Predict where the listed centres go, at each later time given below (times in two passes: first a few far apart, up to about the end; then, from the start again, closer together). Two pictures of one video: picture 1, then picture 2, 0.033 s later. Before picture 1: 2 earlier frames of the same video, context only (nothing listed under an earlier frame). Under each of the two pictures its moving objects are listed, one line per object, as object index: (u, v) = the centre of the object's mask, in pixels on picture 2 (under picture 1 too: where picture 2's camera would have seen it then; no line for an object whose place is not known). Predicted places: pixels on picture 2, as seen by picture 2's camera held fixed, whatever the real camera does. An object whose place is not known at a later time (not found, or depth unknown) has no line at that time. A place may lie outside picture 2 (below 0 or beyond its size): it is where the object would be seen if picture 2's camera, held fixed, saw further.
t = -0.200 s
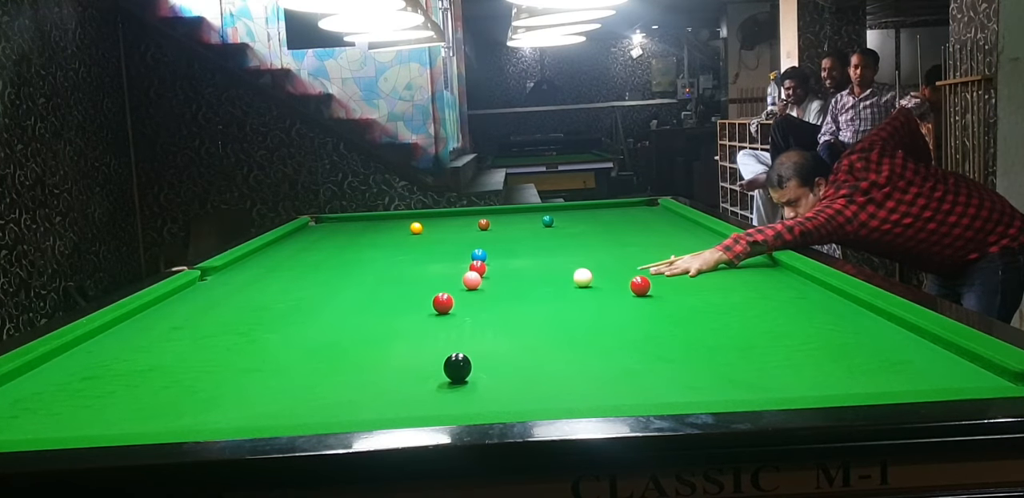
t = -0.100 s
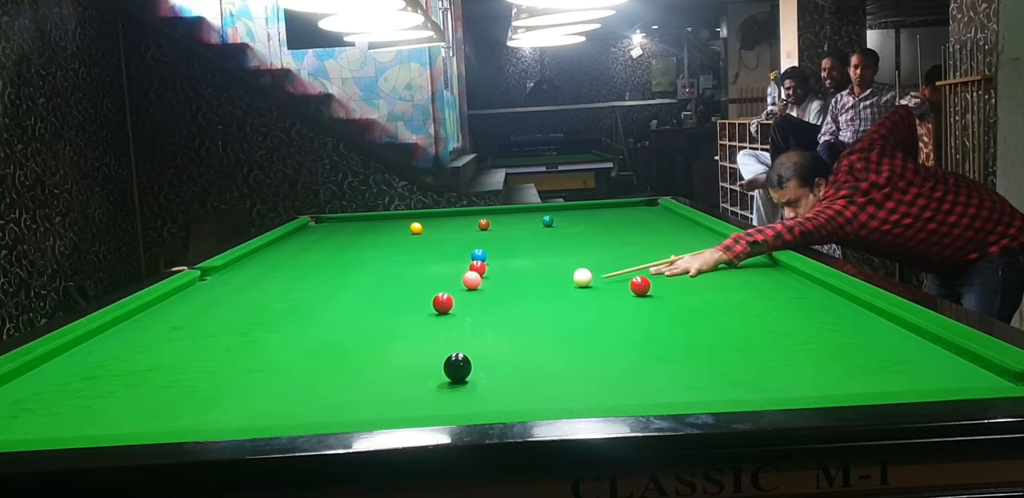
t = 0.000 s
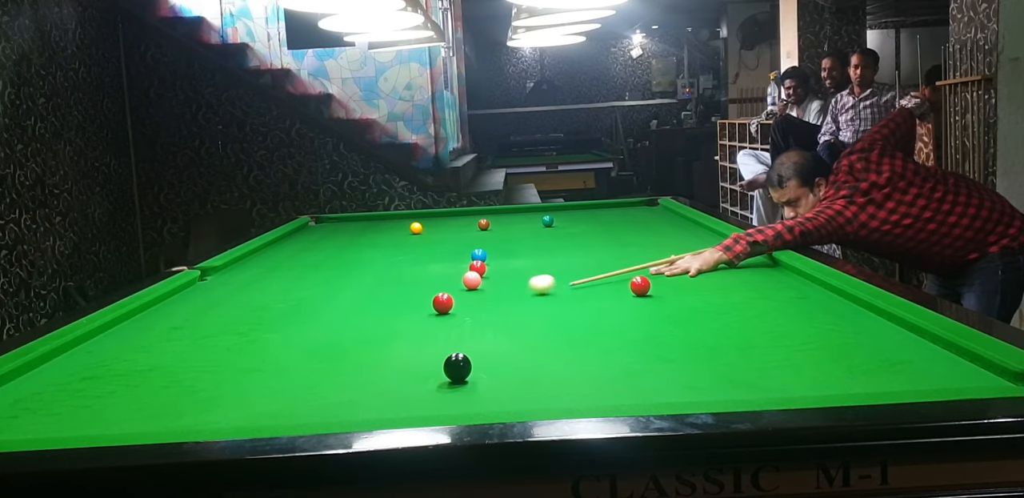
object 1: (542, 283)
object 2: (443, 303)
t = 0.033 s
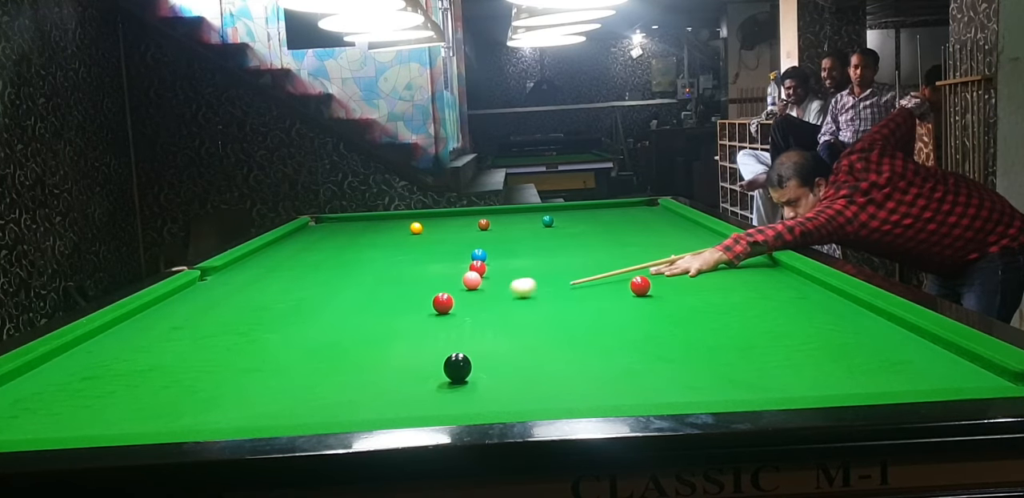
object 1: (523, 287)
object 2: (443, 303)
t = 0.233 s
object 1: (450, 298)
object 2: (415, 309)
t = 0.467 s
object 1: (433, 297)
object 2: (335, 330)
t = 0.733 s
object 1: (416, 296)
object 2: (234, 355)
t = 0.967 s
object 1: (402, 295)
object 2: (131, 381)
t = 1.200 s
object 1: (391, 294)
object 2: (13, 411)
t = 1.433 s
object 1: (381, 293)
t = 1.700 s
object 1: (372, 293)
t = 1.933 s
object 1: (365, 292)
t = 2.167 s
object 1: (360, 292)
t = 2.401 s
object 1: (358, 292)
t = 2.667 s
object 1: (357, 292)
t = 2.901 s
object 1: (357, 292)
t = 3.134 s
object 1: (357, 292)
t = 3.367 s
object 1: (357, 292)
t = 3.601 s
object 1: (357, 292)
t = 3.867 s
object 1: (357, 292)
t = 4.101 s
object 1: (357, 292)
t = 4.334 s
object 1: (357, 292)
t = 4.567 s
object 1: (357, 292)
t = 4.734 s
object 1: (357, 292)
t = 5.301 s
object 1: (357, 292)
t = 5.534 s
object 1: (357, 292)
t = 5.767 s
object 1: (357, 292)
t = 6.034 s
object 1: (357, 292)
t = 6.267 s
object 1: (357, 292)
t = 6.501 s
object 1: (357, 292)
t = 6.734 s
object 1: (357, 292)
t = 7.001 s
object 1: (357, 292)
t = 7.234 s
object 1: (357, 292)
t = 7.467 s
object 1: (357, 292)
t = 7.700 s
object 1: (357, 292)
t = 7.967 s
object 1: (357, 292)
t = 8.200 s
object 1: (357, 292)
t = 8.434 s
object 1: (357, 292)
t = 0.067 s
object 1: (505, 290)
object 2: (443, 303)
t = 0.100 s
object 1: (487, 293)
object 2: (443, 303)
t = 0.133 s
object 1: (470, 297)
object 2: (443, 303)
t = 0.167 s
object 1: (456, 298)
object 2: (439, 303)
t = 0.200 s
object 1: (452, 299)
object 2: (427, 306)
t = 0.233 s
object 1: (450, 298)
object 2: (415, 309)
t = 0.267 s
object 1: (447, 298)
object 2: (402, 312)
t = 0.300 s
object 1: (445, 298)
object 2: (391, 315)
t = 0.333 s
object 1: (442, 298)
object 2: (380, 318)
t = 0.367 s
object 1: (440, 298)
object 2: (369, 321)
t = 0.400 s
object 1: (437, 297)
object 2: (358, 324)
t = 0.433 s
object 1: (435, 297)
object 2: (346, 327)
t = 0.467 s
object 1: (433, 297)
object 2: (335, 330)
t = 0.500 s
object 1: (430, 297)
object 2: (323, 332)
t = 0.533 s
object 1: (428, 297)
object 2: (312, 335)
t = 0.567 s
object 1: (426, 296)
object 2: (299, 339)
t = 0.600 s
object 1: (424, 296)
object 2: (287, 342)
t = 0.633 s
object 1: (422, 296)
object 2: (273, 345)
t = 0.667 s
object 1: (420, 296)
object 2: (261, 348)
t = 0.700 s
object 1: (418, 296)
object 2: (247, 352)
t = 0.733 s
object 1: (416, 296)
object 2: (234, 355)
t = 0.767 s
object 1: (414, 296)
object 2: (220, 359)
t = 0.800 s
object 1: (412, 295)
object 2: (205, 362)
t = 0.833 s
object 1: (410, 295)
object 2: (191, 366)
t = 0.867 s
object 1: (408, 295)
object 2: (176, 369)
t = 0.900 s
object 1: (406, 295)
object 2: (161, 373)
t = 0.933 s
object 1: (404, 295)
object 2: (146, 377)
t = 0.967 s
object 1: (402, 295)
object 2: (131, 381)
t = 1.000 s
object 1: (401, 295)
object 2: (115, 385)
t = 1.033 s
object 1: (399, 295)
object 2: (98, 389)
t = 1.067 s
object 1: (397, 294)
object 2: (82, 393)
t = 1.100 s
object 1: (396, 294)
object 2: (65, 398)
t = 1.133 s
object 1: (394, 294)
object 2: (47, 402)
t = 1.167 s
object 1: (392, 294)
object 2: (29, 406)
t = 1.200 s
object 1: (391, 294)
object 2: (13, 411)
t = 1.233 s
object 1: (389, 294)
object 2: (4, 414)
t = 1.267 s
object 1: (388, 294)
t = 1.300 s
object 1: (386, 294)
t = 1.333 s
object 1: (385, 294)
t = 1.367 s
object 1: (383, 294)
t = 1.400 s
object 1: (382, 293)
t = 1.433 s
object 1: (381, 293)
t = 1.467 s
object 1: (380, 293)
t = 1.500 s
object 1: (378, 293)
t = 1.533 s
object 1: (377, 293)
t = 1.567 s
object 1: (376, 293)
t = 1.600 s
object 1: (375, 293)
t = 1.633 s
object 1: (374, 293)
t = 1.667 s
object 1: (373, 293)
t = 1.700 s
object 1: (372, 293)
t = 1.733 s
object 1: (371, 293)
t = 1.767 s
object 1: (370, 293)
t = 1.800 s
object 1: (369, 293)
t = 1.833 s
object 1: (368, 293)
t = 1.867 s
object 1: (367, 293)
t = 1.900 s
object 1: (366, 292)
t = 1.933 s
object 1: (365, 292)
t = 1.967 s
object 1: (365, 292)
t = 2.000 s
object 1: (364, 292)
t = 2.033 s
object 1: (363, 292)
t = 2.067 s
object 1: (362, 292)
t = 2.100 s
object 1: (361, 292)
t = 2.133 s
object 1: (361, 292)
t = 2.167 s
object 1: (360, 292)
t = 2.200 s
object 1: (360, 292)
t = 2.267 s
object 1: (359, 292)
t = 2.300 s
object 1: (359, 292)
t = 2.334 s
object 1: (359, 292)
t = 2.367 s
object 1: (359, 292)
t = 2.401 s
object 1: (358, 292)
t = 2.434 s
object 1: (358, 292)
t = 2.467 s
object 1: (358, 292)
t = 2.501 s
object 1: (358, 292)
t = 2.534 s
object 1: (358, 292)
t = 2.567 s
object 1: (357, 292)
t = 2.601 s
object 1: (357, 292)
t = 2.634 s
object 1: (357, 292)
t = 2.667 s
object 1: (357, 292)
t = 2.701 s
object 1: (357, 292)
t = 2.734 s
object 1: (357, 292)
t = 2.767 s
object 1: (357, 292)
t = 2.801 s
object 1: (357, 292)
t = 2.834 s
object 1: (357, 292)
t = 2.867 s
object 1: (357, 292)
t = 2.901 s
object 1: (357, 292)
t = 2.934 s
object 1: (357, 292)
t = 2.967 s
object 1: (357, 292)
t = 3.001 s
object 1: (357, 292)
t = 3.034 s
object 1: (357, 292)
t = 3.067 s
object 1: (357, 292)
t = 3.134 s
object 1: (357, 292)
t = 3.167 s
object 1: (357, 292)
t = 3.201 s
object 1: (357, 292)
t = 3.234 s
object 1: (357, 292)
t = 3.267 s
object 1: (357, 292)
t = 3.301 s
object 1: (357, 292)
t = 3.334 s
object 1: (357, 292)
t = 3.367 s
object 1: (357, 292)
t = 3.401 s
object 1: (357, 292)
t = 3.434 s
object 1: (357, 292)
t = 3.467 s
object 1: (357, 292)
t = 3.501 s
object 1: (357, 292)
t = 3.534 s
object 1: (357, 292)
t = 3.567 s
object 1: (357, 292)
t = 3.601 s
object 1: (357, 292)
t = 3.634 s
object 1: (357, 292)
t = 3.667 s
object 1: (357, 292)
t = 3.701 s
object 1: (357, 292)
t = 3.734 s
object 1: (357, 292)
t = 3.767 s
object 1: (357, 292)
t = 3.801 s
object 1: (357, 292)
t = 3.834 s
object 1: (357, 292)
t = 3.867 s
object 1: (357, 292)
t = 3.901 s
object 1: (357, 292)
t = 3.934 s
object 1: (357, 292)
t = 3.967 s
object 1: (357, 292)
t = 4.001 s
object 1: (357, 292)
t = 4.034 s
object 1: (357, 292)
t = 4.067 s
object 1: (357, 292)
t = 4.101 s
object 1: (357, 292)
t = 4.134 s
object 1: (357, 292)
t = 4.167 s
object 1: (357, 292)
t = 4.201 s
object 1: (357, 292)
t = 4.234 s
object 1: (357, 292)
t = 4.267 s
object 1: (357, 292)
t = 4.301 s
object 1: (357, 292)
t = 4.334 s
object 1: (357, 292)
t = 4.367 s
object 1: (357, 292)
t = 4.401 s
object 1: (357, 292)
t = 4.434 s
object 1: (357, 292)
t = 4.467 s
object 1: (357, 292)
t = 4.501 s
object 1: (357, 292)
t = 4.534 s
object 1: (357, 292)
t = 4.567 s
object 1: (357, 292)
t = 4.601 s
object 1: (357, 292)
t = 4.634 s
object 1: (357, 292)
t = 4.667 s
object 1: (357, 292)
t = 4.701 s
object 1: (357, 292)
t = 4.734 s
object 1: (357, 292)
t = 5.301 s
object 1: (357, 292)
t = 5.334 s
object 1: (357, 292)
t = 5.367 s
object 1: (357, 292)
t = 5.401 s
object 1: (357, 292)
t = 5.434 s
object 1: (357, 292)
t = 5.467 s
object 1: (357, 292)
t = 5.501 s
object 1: (357, 292)
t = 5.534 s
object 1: (357, 292)
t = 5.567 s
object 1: (357, 292)
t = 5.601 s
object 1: (357, 292)
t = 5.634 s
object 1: (357, 292)
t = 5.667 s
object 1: (357, 292)
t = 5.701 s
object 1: (357, 292)
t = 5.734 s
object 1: (357, 292)
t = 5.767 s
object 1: (357, 292)
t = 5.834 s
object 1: (357, 292)
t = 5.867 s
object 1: (357, 292)
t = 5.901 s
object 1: (357, 292)
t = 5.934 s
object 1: (357, 292)
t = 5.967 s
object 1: (357, 292)
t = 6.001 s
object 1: (357, 292)
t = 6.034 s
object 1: (357, 292)
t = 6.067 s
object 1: (357, 292)
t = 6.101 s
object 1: (357, 292)
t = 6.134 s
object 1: (357, 292)
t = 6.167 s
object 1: (357, 292)
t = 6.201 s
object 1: (357, 292)
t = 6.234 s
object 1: (357, 292)
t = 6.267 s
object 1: (357, 292)
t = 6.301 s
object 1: (357, 292)
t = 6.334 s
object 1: (357, 292)
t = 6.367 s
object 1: (357, 292)
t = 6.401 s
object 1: (357, 292)
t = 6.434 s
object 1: (357, 292)
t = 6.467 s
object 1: (357, 292)
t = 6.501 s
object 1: (357, 292)
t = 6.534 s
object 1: (357, 292)
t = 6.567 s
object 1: (357, 292)
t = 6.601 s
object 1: (357, 292)
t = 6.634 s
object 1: (357, 292)
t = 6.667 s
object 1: (357, 292)
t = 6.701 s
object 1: (357, 292)
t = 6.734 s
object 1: (357, 292)
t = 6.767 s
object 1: (357, 292)
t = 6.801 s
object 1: (357, 292)
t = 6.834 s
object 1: (357, 292)
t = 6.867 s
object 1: (357, 292)
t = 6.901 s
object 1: (357, 292)
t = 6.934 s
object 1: (357, 292)
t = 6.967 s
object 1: (357, 292)
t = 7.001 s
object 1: (357, 292)
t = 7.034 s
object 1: (357, 292)
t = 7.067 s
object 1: (357, 292)
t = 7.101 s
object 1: (357, 292)
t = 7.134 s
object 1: (357, 292)
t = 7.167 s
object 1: (357, 292)
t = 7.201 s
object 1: (357, 292)
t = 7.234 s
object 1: (357, 292)
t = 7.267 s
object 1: (357, 292)
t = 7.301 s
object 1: (357, 292)
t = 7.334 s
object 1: (357, 292)
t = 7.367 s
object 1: (357, 292)
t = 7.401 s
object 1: (357, 292)
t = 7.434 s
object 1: (357, 292)
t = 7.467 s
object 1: (357, 292)
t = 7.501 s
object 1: (357, 292)
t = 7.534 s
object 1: (357, 292)
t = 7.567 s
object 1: (357, 292)
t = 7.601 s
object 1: (357, 292)
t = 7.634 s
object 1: (357, 292)
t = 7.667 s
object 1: (357, 292)
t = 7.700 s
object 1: (357, 292)
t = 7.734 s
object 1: (357, 292)
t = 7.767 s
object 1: (357, 292)
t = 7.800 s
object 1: (357, 292)
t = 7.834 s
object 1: (357, 292)
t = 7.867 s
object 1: (357, 292)
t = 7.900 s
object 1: (357, 292)
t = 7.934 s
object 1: (357, 292)
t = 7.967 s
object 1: (357, 292)
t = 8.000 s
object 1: (357, 292)
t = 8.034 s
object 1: (357, 292)
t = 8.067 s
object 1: (357, 292)
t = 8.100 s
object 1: (357, 292)
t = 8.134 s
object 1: (357, 292)
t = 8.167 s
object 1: (357, 292)
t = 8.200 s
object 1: (357, 292)
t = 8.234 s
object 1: (357, 292)
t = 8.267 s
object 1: (357, 292)
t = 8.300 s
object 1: (357, 292)
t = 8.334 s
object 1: (357, 292)
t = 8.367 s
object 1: (357, 292)
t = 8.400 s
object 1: (357, 292)
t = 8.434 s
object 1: (357, 292)
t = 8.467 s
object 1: (357, 292)
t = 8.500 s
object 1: (357, 292)
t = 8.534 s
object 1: (357, 292)
